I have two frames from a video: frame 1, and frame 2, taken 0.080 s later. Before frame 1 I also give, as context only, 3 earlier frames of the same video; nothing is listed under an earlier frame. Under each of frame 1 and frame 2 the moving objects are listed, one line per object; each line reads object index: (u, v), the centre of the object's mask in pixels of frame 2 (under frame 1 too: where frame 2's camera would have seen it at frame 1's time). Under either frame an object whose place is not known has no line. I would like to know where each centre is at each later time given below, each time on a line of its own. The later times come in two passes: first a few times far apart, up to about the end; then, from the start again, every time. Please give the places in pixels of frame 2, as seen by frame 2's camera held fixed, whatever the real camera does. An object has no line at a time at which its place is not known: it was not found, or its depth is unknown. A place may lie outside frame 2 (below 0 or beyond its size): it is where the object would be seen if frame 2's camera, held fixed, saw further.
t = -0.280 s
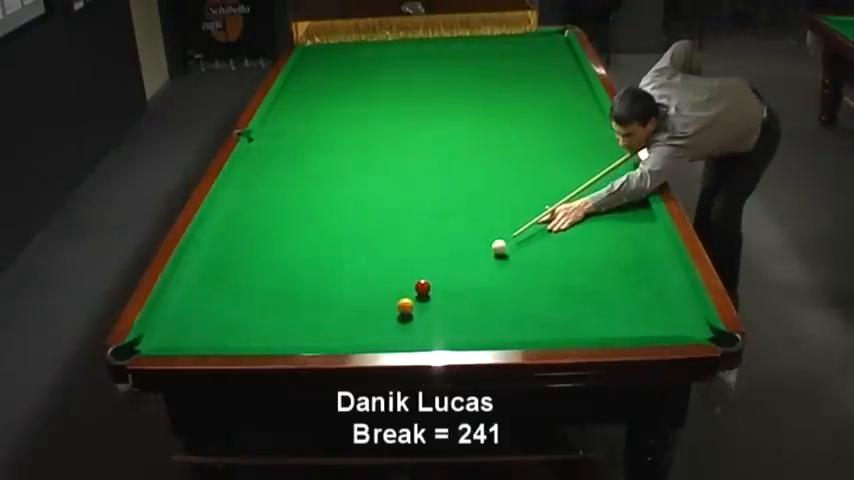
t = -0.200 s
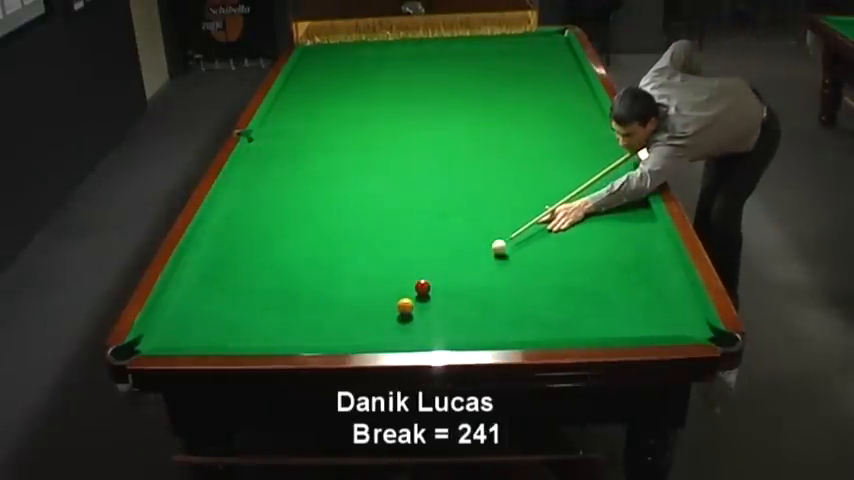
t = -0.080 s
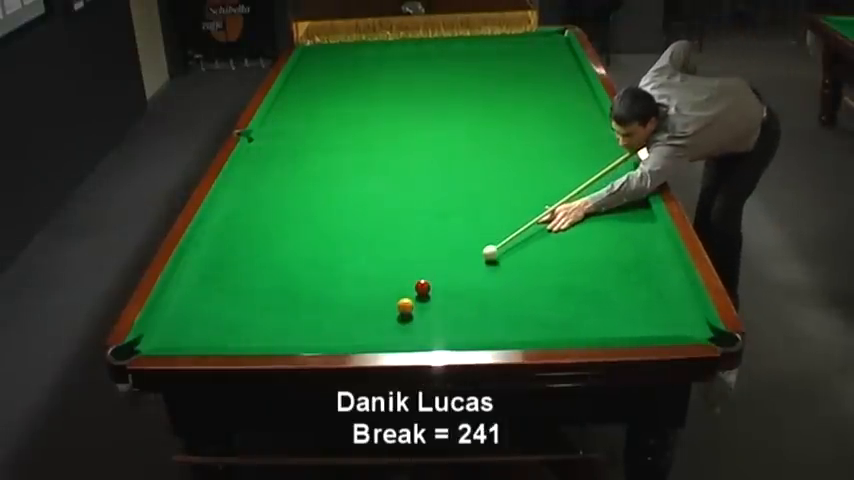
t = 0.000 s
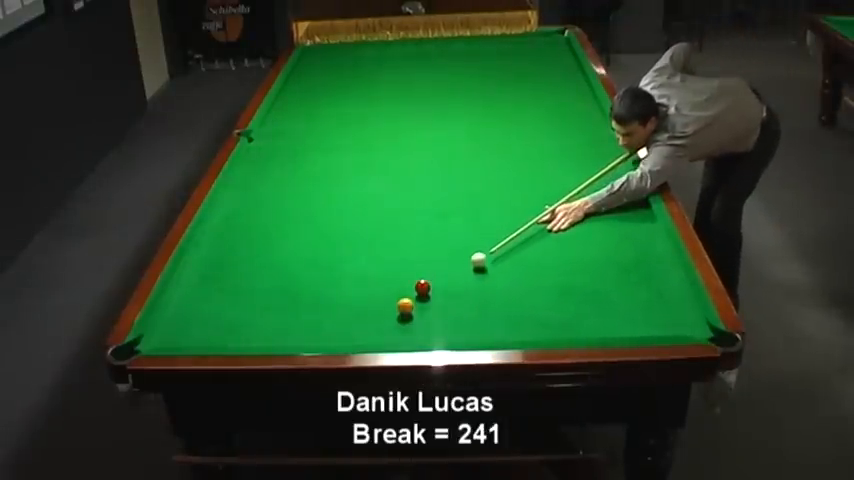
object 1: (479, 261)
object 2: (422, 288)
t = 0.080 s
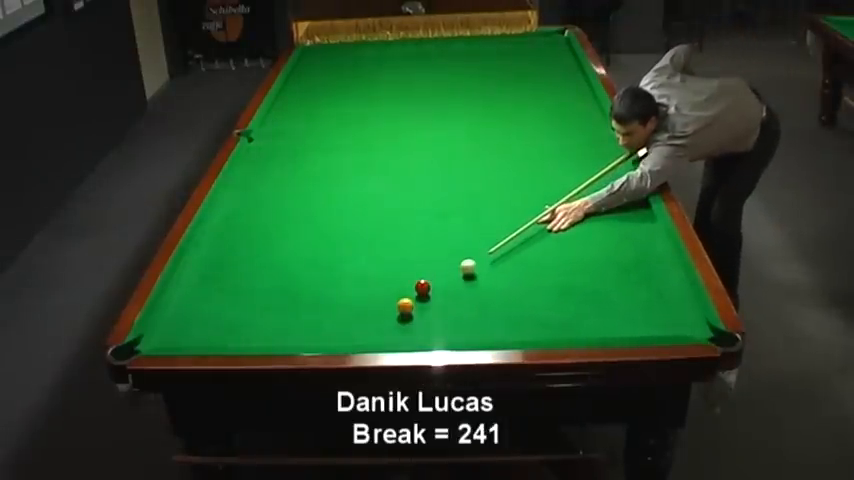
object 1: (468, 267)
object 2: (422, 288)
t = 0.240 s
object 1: (447, 281)
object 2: (422, 288)
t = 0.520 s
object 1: (434, 301)
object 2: (399, 291)
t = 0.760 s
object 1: (428, 318)
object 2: (378, 295)
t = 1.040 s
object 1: (419, 334)
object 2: (354, 299)
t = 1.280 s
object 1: (413, 332)
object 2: (336, 301)
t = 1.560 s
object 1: (406, 322)
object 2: (317, 305)
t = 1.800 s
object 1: (402, 316)
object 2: (302, 307)
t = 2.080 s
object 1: (397, 314)
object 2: (289, 310)
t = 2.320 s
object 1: (394, 314)
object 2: (278, 312)
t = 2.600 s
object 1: (394, 313)
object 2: (268, 314)
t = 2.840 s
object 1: (394, 314)
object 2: (262, 316)
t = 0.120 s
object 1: (462, 271)
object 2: (422, 288)
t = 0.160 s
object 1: (457, 274)
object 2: (422, 287)
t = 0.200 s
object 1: (452, 278)
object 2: (422, 288)
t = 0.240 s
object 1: (447, 281)
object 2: (422, 288)
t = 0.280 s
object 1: (441, 284)
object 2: (422, 288)
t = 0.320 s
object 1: (438, 288)
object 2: (420, 288)
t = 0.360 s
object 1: (438, 290)
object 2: (416, 289)
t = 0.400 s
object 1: (437, 293)
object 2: (412, 289)
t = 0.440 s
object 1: (436, 296)
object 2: (408, 290)
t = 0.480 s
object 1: (435, 299)
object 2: (404, 290)
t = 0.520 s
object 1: (434, 301)
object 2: (399, 291)
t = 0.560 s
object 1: (433, 304)
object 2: (396, 292)
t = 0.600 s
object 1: (432, 306)
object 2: (392, 292)
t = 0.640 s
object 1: (431, 309)
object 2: (388, 293)
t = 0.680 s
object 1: (430, 312)
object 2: (385, 294)
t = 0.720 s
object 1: (429, 315)
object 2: (381, 294)
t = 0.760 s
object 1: (428, 318)
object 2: (378, 295)
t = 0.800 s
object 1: (427, 320)
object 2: (374, 295)
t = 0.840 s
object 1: (425, 323)
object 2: (371, 296)
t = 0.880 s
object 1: (424, 325)
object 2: (367, 296)
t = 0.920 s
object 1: (423, 328)
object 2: (364, 297)
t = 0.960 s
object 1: (422, 331)
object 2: (360, 298)
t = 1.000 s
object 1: (420, 333)
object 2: (357, 298)
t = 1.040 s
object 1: (419, 334)
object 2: (354, 299)
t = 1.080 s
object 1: (418, 336)
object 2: (351, 299)
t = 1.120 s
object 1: (417, 337)
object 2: (348, 300)
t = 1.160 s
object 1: (416, 336)
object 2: (344, 300)
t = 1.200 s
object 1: (415, 334)
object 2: (342, 301)
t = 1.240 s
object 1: (414, 333)
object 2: (339, 301)
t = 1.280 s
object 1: (413, 332)
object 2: (336, 301)
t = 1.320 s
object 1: (412, 332)
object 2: (333, 302)
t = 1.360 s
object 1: (411, 330)
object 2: (330, 303)
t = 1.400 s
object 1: (410, 328)
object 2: (328, 303)
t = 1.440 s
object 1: (409, 327)
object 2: (325, 304)
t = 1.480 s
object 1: (408, 326)
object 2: (322, 304)
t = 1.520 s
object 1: (407, 324)
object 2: (320, 305)
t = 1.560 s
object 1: (406, 322)
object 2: (317, 305)
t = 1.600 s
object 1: (406, 322)
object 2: (314, 305)
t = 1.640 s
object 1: (405, 320)
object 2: (312, 306)
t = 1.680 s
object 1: (404, 319)
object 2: (310, 306)
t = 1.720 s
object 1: (403, 318)
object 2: (307, 307)
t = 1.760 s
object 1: (403, 317)
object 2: (305, 307)
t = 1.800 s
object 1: (402, 316)
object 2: (302, 307)
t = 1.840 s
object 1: (401, 315)
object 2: (300, 308)
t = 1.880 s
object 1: (400, 315)
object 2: (298, 308)
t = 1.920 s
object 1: (399, 315)
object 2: (296, 309)
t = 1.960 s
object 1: (399, 315)
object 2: (294, 309)
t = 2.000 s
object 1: (398, 315)
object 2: (292, 310)
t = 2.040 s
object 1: (397, 315)
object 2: (290, 310)
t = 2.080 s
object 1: (397, 314)
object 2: (289, 310)
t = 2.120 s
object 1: (396, 314)
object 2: (286, 310)
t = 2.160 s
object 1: (396, 314)
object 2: (285, 311)
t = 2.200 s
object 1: (395, 314)
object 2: (283, 311)
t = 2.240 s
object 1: (395, 314)
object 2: (281, 312)
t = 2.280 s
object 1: (395, 314)
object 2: (280, 312)
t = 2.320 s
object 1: (394, 314)
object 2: (278, 312)
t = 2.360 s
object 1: (394, 313)
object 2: (277, 312)
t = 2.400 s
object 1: (394, 313)
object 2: (275, 312)
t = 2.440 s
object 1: (394, 313)
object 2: (274, 313)
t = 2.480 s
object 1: (394, 313)
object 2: (272, 313)
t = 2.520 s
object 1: (393, 313)
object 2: (271, 313)
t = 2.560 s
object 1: (394, 313)
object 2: (270, 313)
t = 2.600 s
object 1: (394, 313)
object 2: (268, 314)
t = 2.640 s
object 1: (394, 313)
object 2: (267, 314)
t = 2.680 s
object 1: (394, 313)
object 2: (266, 314)
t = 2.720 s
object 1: (394, 313)
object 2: (265, 315)
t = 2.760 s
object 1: (394, 313)
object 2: (264, 315)
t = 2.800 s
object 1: (394, 314)
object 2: (263, 315)
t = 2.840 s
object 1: (394, 314)
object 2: (262, 316)
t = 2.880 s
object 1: (394, 314)
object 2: (261, 316)
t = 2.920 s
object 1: (394, 314)
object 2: (260, 316)
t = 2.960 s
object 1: (394, 314)
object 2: (259, 316)
